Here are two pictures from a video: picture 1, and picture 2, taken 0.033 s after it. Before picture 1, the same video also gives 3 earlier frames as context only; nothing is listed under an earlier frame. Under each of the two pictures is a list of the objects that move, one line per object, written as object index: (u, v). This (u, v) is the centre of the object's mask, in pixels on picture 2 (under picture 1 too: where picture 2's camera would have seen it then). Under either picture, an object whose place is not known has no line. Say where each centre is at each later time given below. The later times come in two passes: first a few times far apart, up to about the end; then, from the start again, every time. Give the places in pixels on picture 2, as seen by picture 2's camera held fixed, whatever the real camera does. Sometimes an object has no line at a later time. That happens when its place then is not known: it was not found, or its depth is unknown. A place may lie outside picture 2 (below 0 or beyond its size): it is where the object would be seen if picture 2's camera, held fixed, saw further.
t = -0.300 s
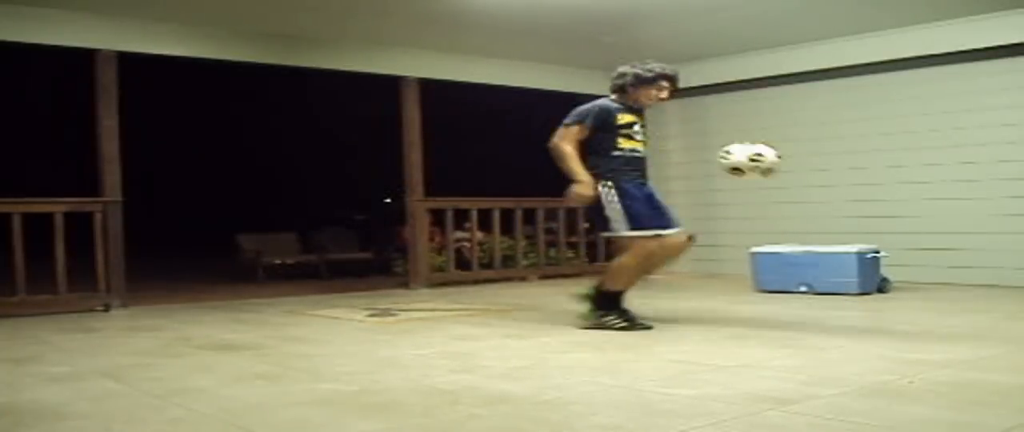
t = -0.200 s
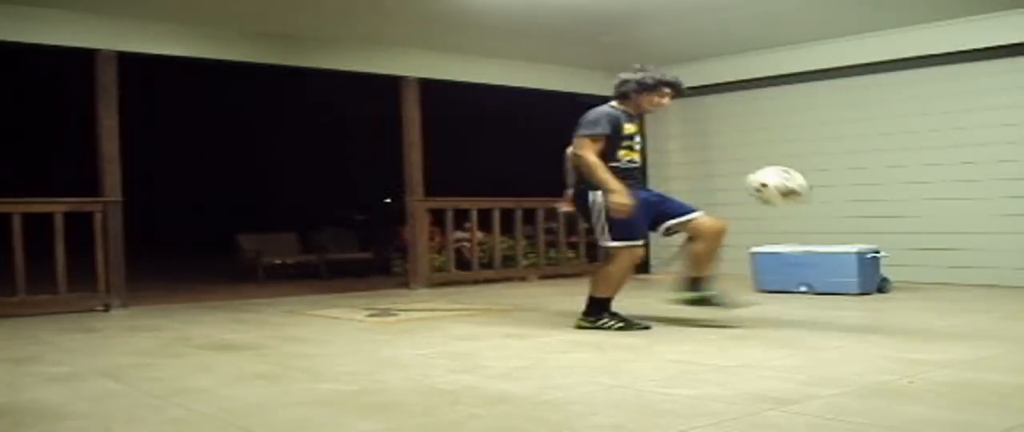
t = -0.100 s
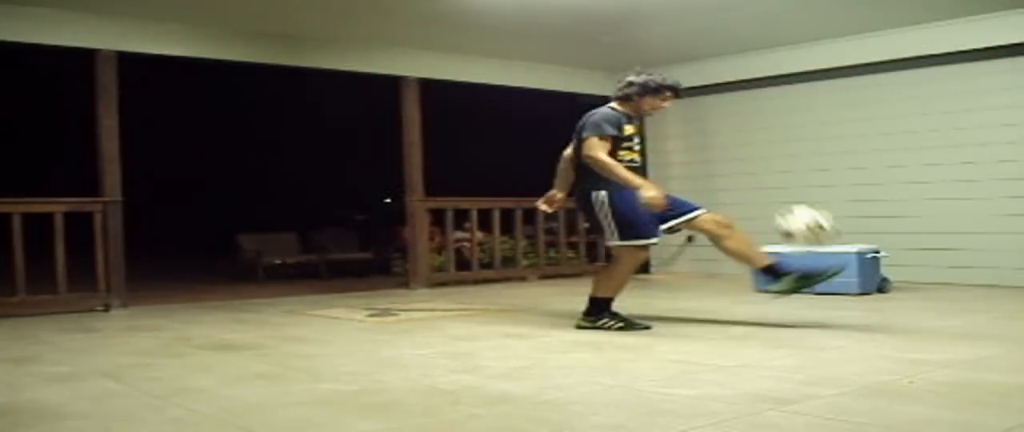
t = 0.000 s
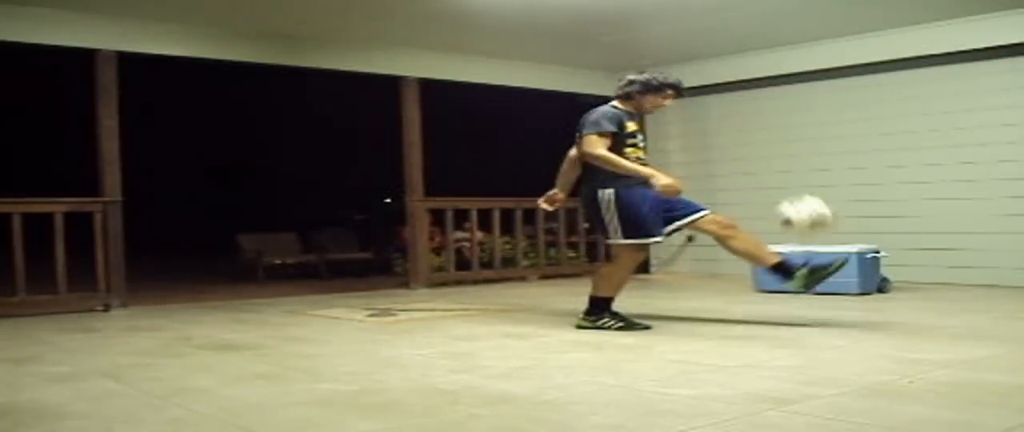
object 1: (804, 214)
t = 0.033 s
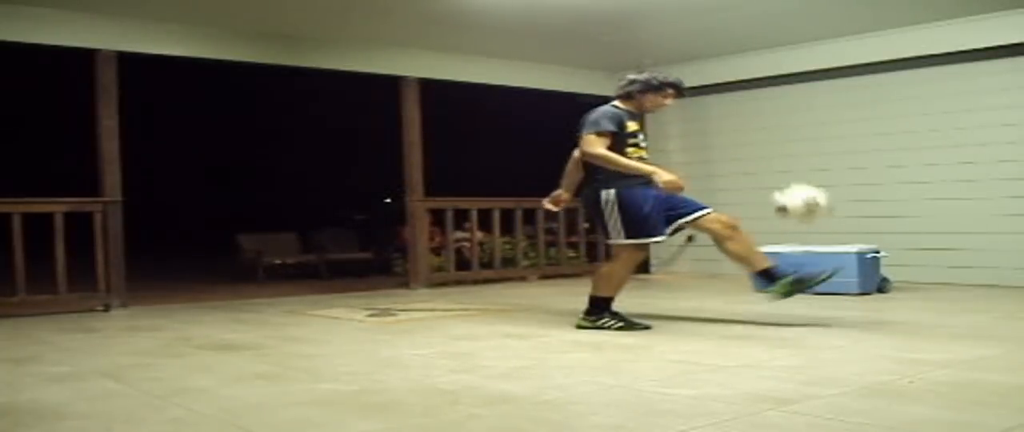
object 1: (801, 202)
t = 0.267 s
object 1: (770, 162)
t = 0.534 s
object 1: (740, 206)
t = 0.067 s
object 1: (797, 191)
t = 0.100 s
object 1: (790, 182)
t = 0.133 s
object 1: (787, 175)
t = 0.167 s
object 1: (783, 169)
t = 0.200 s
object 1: (777, 165)
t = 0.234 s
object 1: (773, 163)
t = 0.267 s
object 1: (770, 162)
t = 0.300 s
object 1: (765, 163)
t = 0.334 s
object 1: (761, 165)
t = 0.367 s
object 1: (758, 168)
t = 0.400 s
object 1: (754, 173)
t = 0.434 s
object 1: (751, 180)
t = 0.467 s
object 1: (747, 187)
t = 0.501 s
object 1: (745, 196)
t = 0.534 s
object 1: (740, 206)
